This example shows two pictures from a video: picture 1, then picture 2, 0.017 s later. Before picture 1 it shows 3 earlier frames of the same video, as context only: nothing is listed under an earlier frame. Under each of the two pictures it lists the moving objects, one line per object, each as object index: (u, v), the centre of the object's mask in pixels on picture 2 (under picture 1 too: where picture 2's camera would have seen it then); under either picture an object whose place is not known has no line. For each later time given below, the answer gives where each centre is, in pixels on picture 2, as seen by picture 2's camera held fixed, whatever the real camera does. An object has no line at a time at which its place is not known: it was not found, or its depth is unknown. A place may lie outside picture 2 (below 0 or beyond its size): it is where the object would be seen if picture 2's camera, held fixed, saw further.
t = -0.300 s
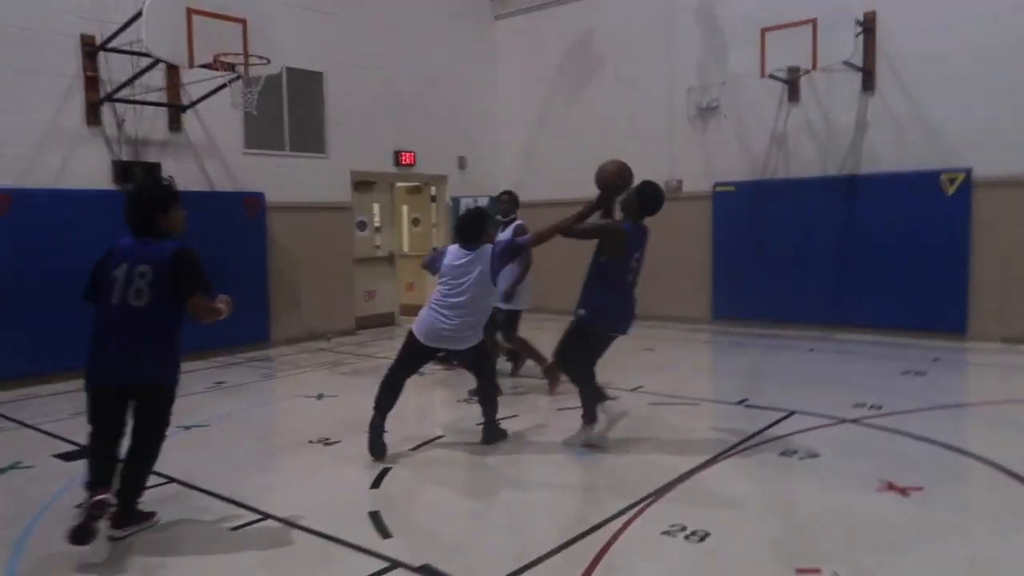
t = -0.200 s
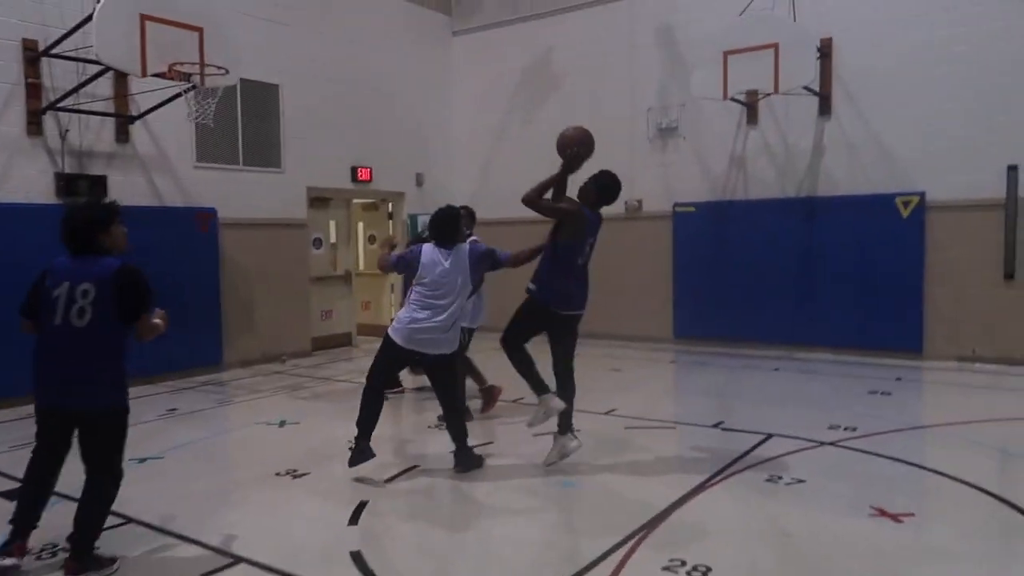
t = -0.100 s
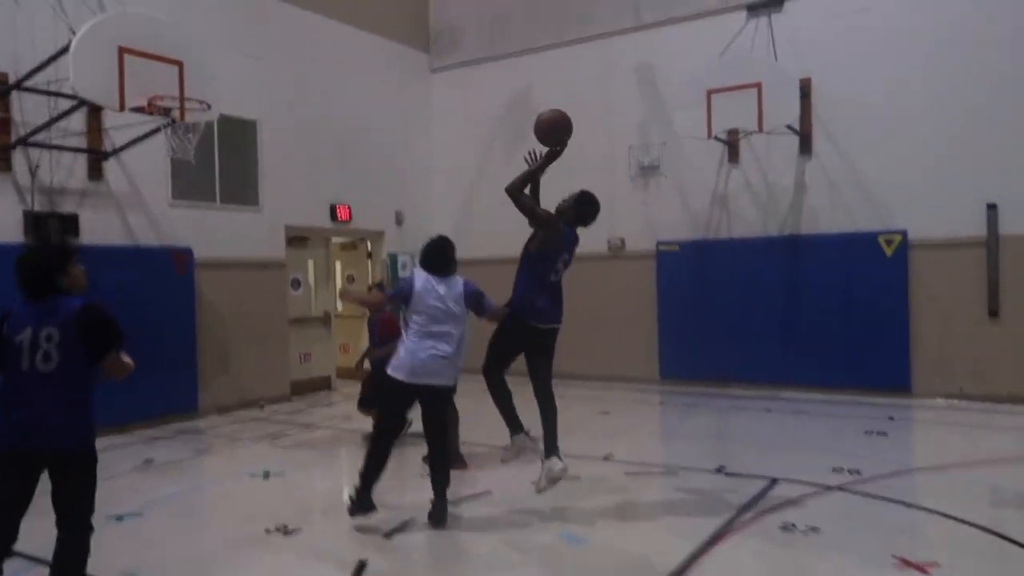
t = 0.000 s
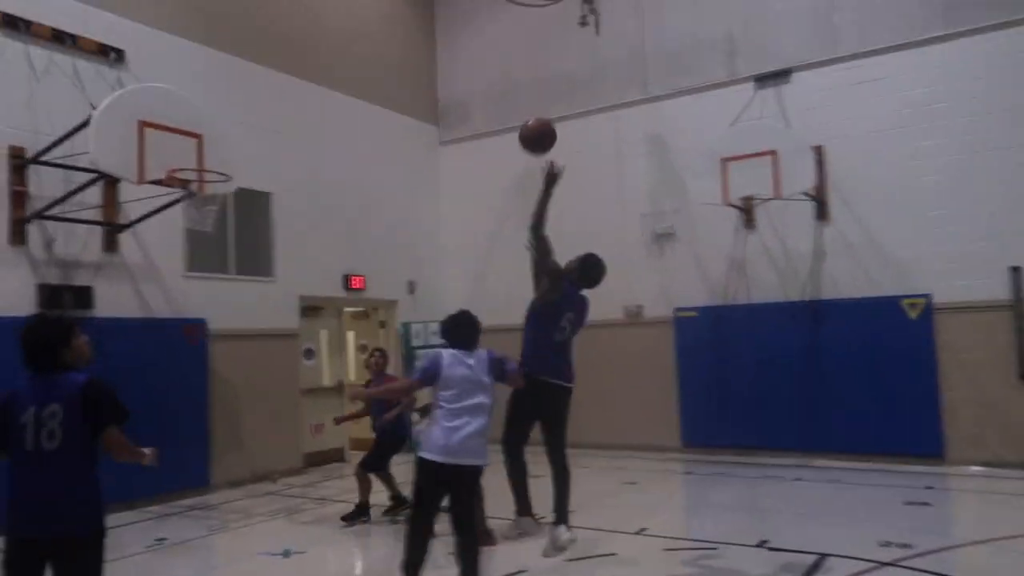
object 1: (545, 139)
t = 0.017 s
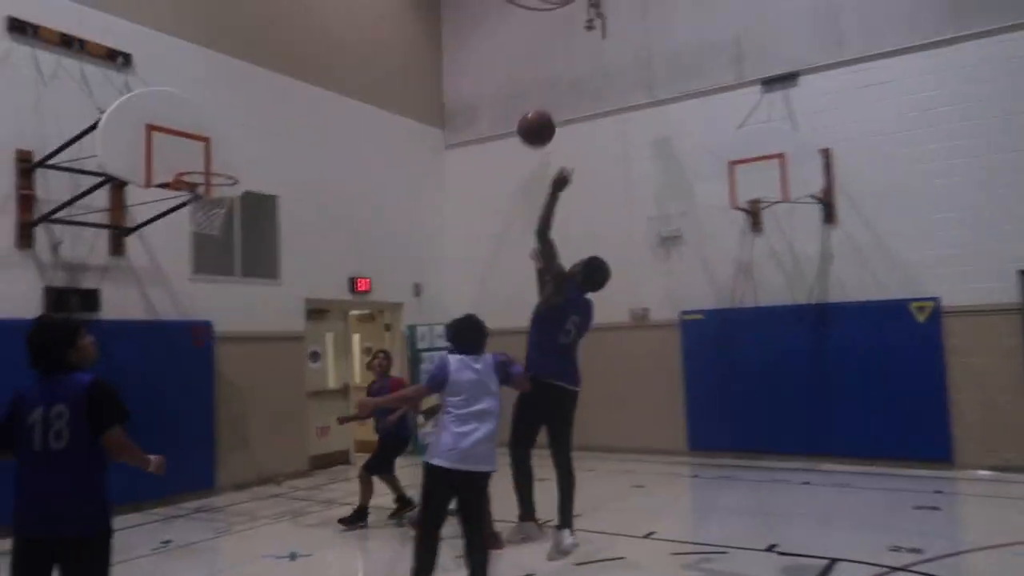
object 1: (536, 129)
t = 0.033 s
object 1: (526, 119)
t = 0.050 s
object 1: (518, 109)
